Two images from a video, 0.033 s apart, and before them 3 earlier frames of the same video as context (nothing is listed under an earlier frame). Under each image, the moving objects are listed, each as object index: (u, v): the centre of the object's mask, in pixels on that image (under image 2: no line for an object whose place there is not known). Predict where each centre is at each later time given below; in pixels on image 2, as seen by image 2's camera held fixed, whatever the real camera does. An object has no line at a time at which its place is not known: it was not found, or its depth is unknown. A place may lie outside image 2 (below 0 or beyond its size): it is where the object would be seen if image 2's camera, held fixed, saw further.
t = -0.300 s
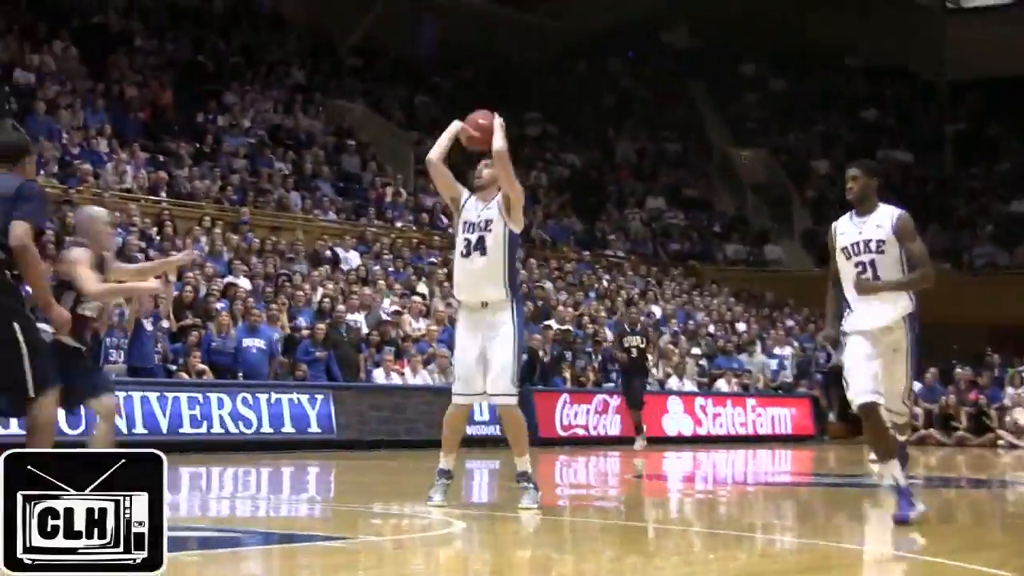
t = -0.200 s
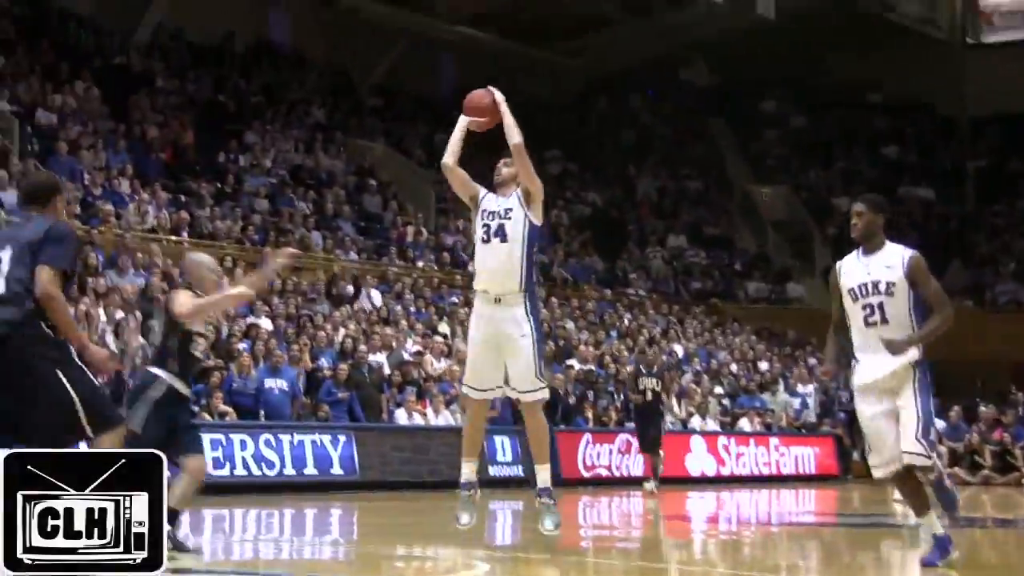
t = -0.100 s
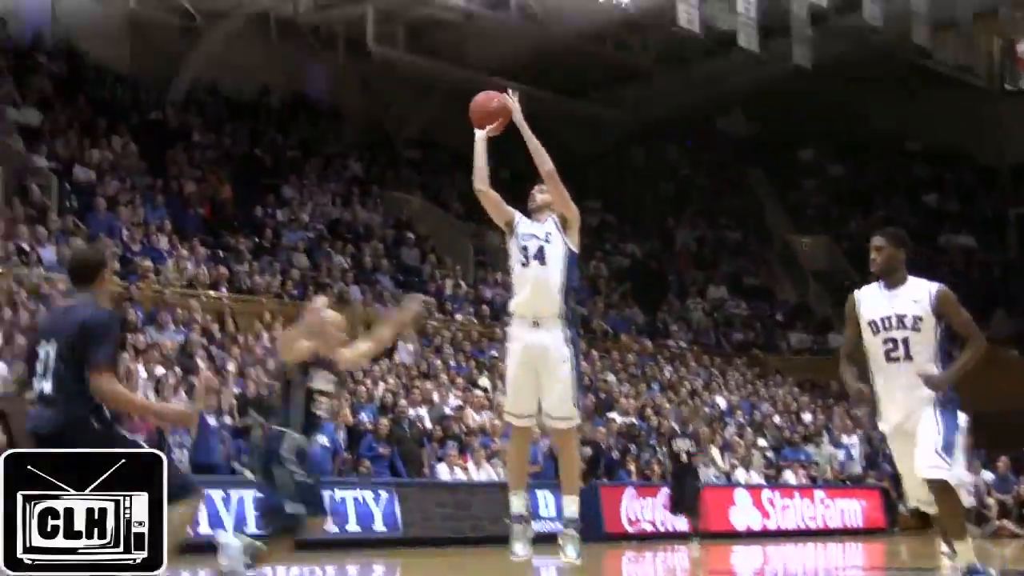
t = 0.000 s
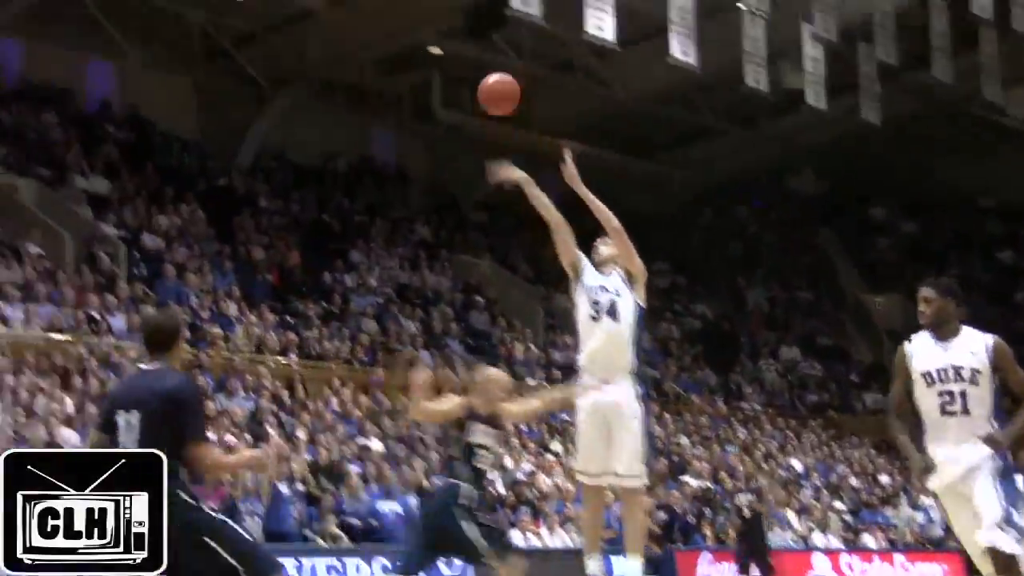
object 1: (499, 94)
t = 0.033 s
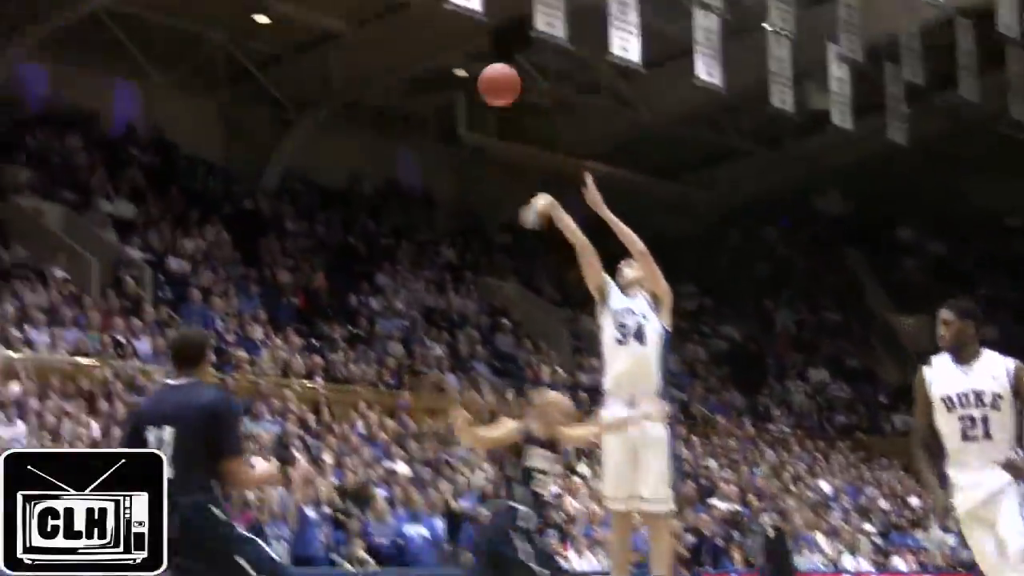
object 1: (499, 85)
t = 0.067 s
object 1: (474, 55)
